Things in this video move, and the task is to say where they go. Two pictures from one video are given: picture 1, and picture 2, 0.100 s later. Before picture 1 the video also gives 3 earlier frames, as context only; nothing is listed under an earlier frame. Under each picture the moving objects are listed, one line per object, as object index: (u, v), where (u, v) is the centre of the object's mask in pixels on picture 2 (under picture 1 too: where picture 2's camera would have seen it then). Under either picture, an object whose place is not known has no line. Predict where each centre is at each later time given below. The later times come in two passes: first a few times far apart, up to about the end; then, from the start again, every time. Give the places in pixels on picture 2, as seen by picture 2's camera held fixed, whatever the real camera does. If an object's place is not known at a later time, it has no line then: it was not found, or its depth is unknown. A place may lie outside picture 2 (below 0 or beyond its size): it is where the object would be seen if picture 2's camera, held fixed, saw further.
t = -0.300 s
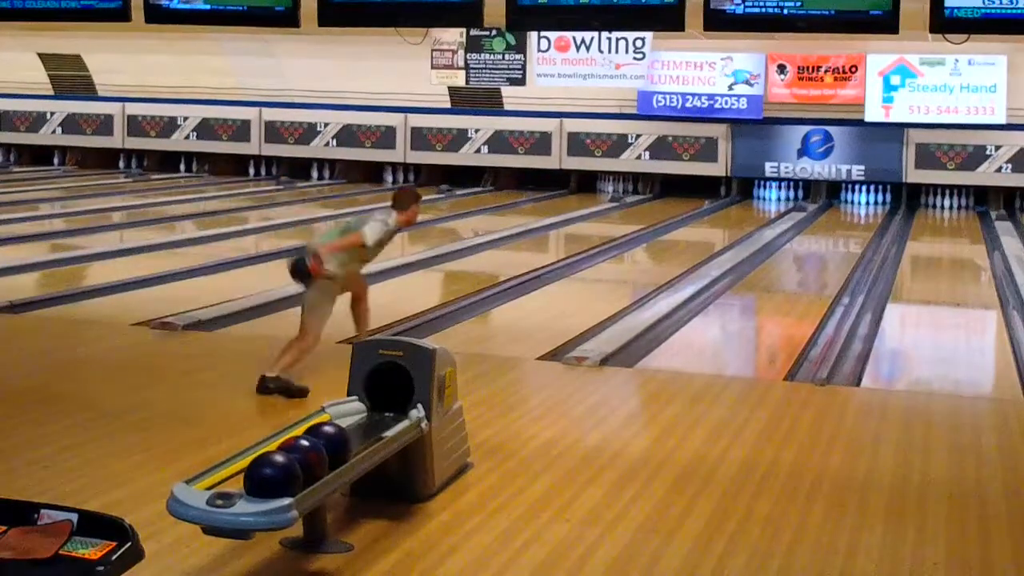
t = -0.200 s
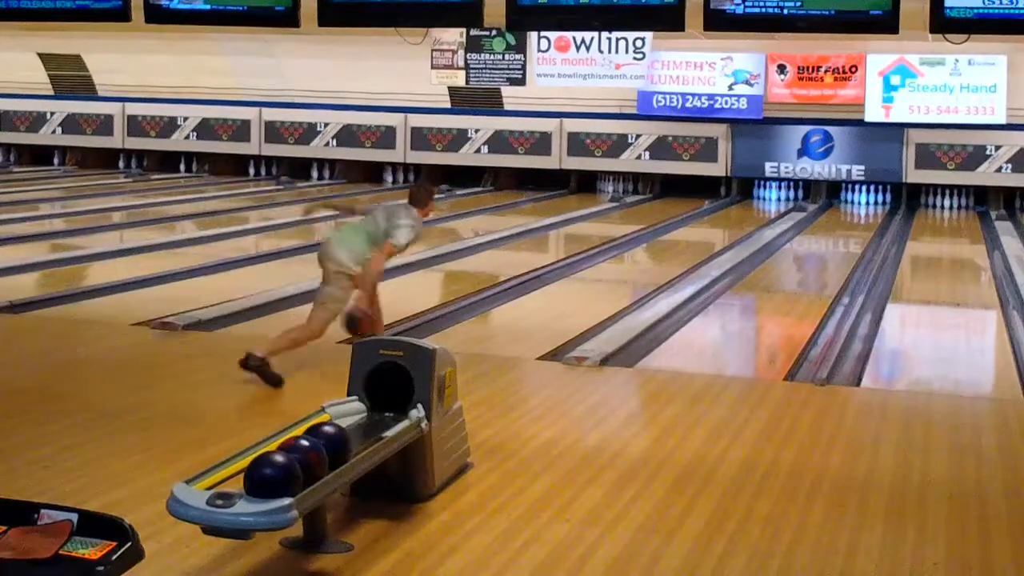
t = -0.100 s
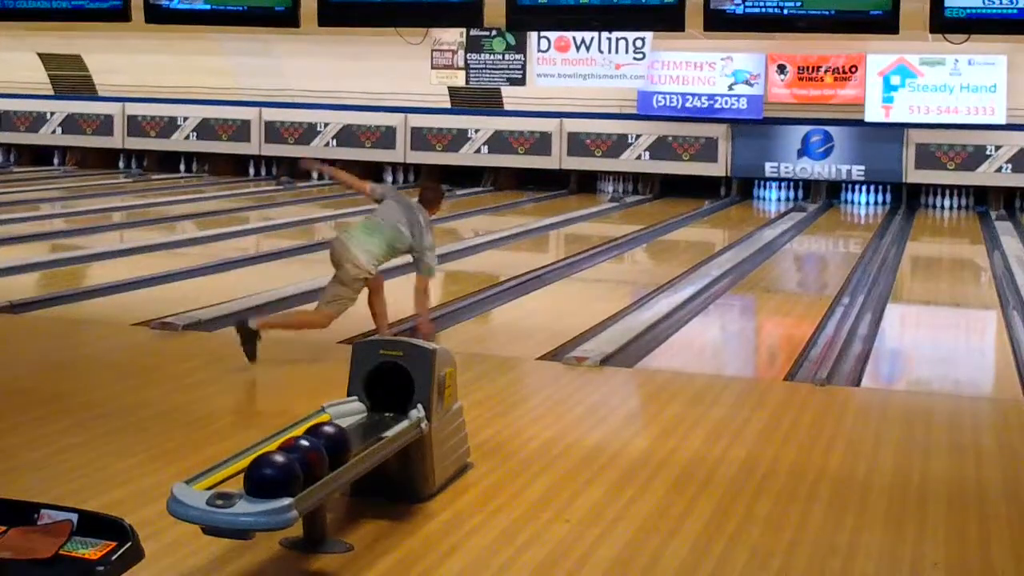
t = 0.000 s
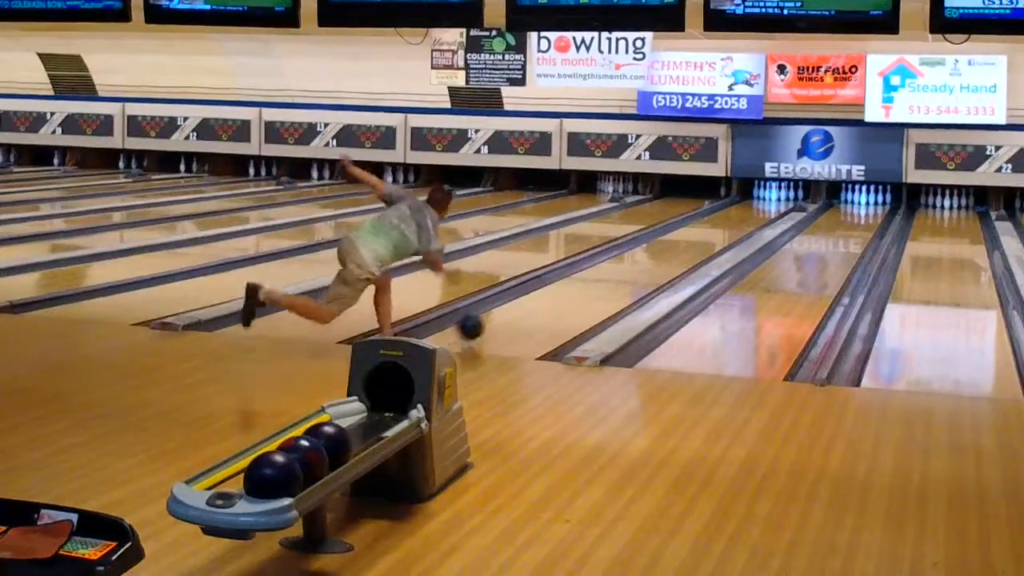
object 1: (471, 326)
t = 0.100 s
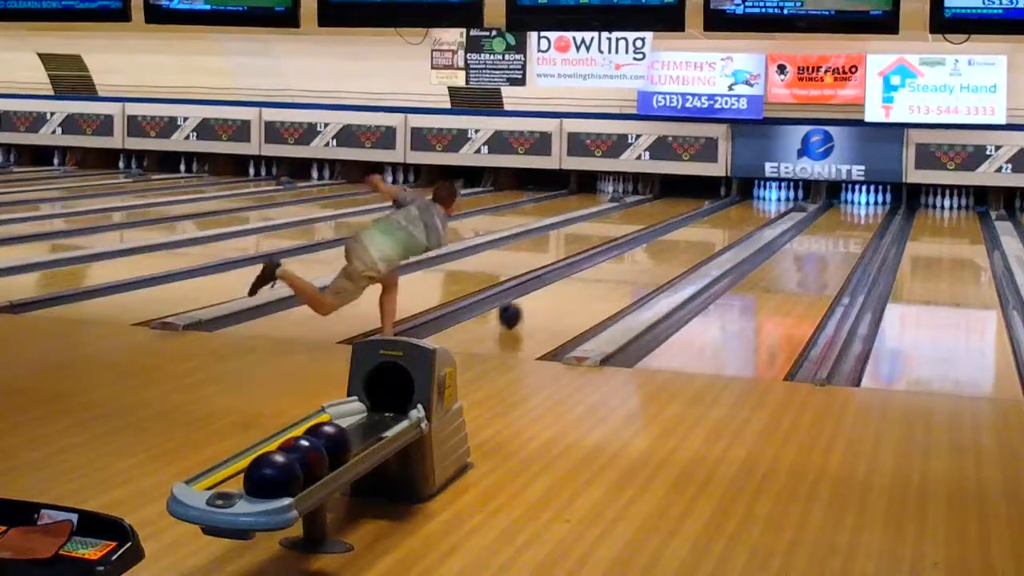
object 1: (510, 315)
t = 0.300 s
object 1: (574, 290)
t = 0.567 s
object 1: (637, 265)
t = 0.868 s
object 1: (688, 245)
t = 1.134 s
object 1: (722, 230)
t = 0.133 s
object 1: (522, 310)
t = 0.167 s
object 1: (533, 306)
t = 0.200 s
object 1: (544, 301)
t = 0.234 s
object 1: (554, 297)
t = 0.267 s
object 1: (564, 293)
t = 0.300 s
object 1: (574, 290)
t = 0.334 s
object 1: (582, 286)
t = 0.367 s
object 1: (591, 283)
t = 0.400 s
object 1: (600, 280)
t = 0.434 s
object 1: (608, 276)
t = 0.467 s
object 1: (616, 273)
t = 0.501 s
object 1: (623, 271)
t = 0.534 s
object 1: (630, 268)
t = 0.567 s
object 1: (637, 265)
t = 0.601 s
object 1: (643, 263)
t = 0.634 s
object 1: (650, 260)
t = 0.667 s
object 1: (656, 258)
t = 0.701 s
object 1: (662, 255)
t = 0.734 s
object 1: (667, 253)
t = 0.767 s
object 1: (673, 251)
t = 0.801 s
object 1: (678, 249)
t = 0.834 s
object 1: (683, 246)
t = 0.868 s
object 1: (688, 245)
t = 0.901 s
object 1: (693, 242)
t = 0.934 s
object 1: (697, 240)
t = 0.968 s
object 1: (702, 239)
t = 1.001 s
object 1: (706, 237)
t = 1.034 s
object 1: (710, 235)
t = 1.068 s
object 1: (713, 234)
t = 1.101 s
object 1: (718, 232)
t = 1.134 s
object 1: (722, 230)
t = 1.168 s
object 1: (725, 229)
